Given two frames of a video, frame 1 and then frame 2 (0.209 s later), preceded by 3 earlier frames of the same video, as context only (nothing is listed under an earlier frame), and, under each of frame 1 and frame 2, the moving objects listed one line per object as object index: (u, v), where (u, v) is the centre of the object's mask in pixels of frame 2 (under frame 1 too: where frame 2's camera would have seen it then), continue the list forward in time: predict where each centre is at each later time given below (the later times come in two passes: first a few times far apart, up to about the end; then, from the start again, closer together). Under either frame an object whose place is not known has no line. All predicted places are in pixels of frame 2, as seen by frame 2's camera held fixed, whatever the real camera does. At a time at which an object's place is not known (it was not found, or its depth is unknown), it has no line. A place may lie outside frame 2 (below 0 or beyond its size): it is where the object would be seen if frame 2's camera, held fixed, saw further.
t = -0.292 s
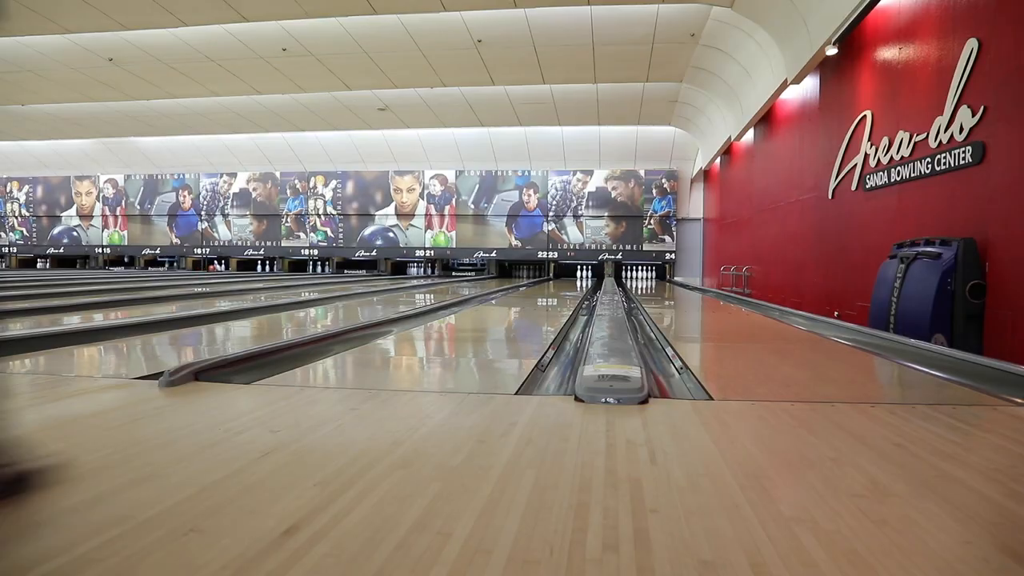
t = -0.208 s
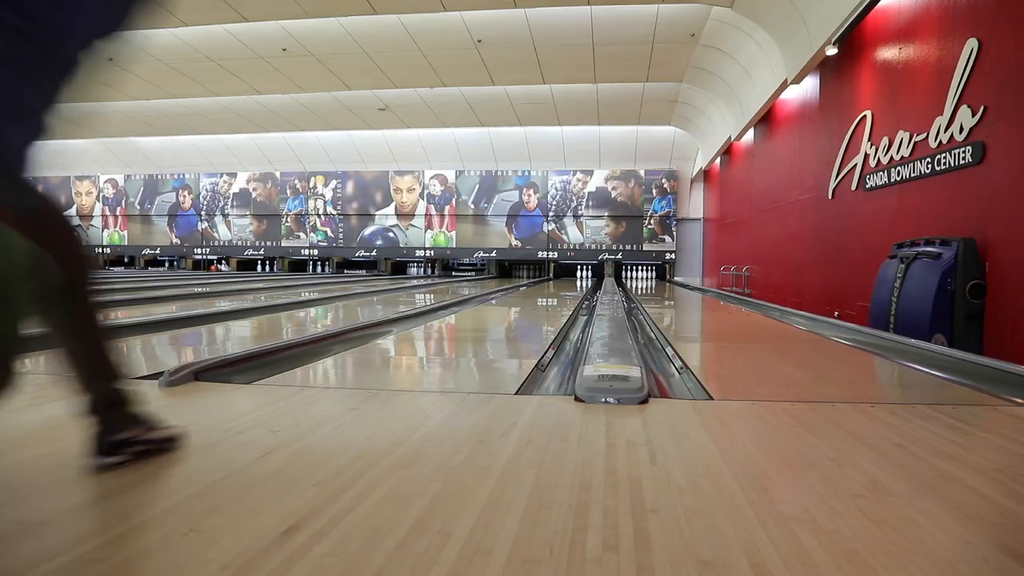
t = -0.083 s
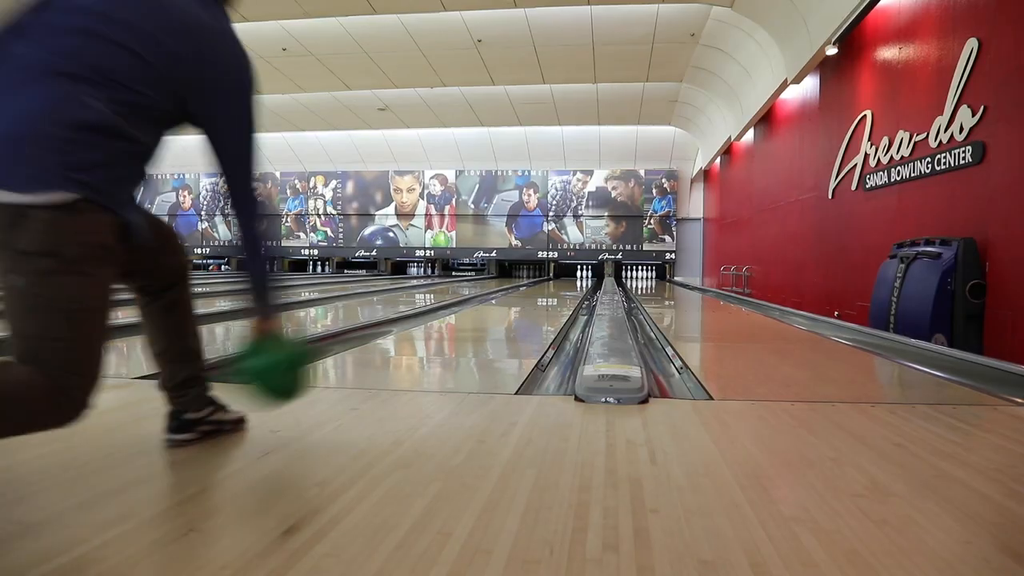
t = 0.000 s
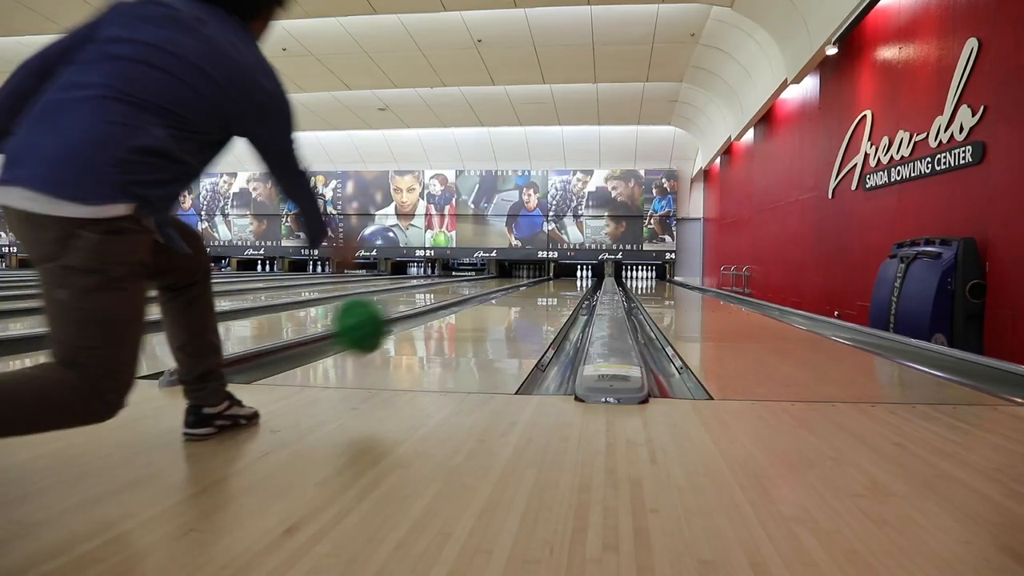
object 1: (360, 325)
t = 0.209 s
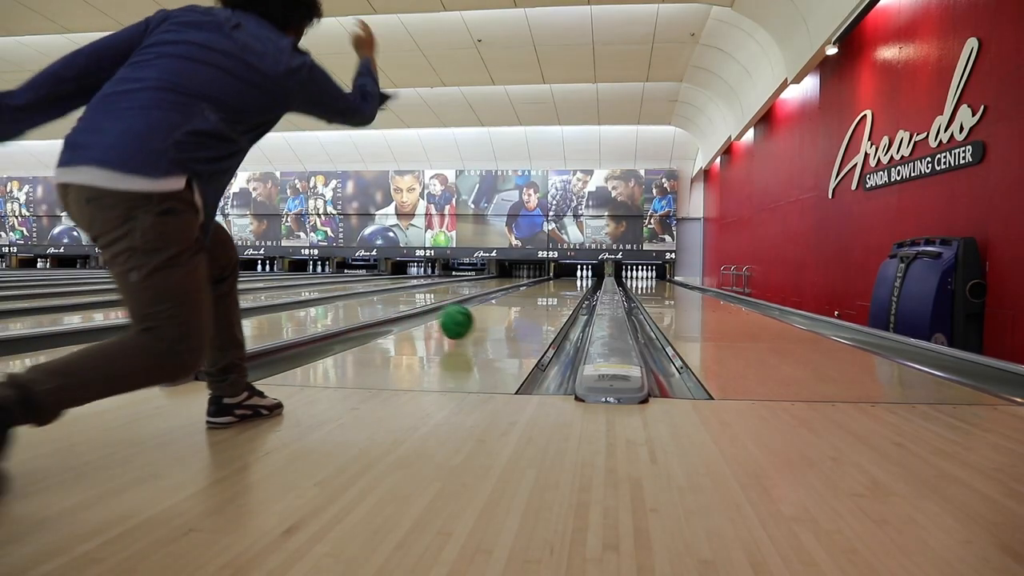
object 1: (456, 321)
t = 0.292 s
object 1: (476, 315)
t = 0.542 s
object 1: (512, 300)
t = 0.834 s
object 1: (534, 289)
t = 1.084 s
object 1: (545, 284)
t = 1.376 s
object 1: (554, 280)
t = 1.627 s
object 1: (560, 278)
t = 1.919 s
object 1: (566, 276)
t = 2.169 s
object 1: (570, 275)
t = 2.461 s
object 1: (573, 274)
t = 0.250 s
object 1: (468, 319)
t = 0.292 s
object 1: (476, 315)
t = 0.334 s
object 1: (484, 313)
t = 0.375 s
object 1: (491, 310)
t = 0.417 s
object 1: (497, 307)
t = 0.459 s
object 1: (503, 304)
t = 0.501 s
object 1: (507, 302)
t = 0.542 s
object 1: (512, 300)
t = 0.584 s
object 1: (516, 298)
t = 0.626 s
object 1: (520, 296)
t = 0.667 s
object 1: (523, 294)
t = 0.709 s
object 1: (526, 293)
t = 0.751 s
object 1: (529, 291)
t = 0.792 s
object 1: (531, 290)
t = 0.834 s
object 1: (534, 289)
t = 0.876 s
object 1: (536, 288)
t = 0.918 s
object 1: (538, 287)
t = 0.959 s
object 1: (540, 286)
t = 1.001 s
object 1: (542, 286)
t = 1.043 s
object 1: (544, 285)
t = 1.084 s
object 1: (545, 284)
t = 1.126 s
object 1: (547, 283)
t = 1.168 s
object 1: (548, 283)
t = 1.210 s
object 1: (550, 282)
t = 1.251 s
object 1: (551, 282)
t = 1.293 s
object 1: (552, 281)
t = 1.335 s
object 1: (553, 281)
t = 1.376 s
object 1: (554, 280)
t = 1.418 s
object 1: (556, 280)
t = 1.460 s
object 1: (557, 280)
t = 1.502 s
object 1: (557, 280)
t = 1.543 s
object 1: (558, 279)
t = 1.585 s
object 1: (559, 279)
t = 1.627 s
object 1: (560, 278)
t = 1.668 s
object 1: (561, 278)
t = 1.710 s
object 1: (562, 277)
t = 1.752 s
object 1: (563, 277)
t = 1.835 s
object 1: (564, 277)
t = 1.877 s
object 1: (565, 277)
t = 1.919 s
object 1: (566, 276)
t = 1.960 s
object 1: (567, 276)
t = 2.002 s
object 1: (567, 276)
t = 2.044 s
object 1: (568, 276)
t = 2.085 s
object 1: (569, 276)
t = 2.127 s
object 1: (569, 276)
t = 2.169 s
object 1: (570, 275)
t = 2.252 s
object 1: (571, 275)
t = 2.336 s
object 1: (572, 274)
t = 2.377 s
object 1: (573, 274)
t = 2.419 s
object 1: (573, 274)
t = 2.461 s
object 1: (573, 274)
